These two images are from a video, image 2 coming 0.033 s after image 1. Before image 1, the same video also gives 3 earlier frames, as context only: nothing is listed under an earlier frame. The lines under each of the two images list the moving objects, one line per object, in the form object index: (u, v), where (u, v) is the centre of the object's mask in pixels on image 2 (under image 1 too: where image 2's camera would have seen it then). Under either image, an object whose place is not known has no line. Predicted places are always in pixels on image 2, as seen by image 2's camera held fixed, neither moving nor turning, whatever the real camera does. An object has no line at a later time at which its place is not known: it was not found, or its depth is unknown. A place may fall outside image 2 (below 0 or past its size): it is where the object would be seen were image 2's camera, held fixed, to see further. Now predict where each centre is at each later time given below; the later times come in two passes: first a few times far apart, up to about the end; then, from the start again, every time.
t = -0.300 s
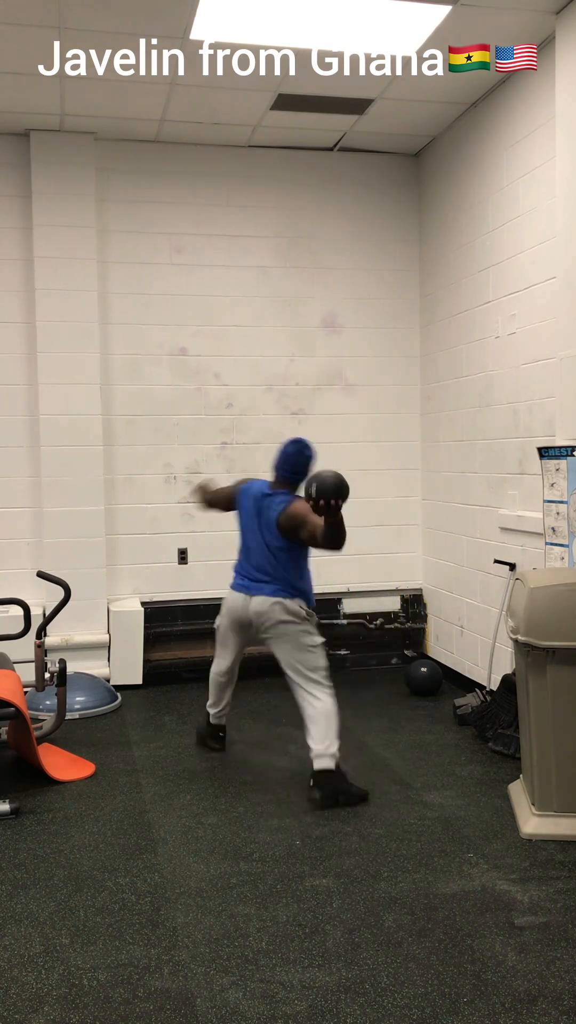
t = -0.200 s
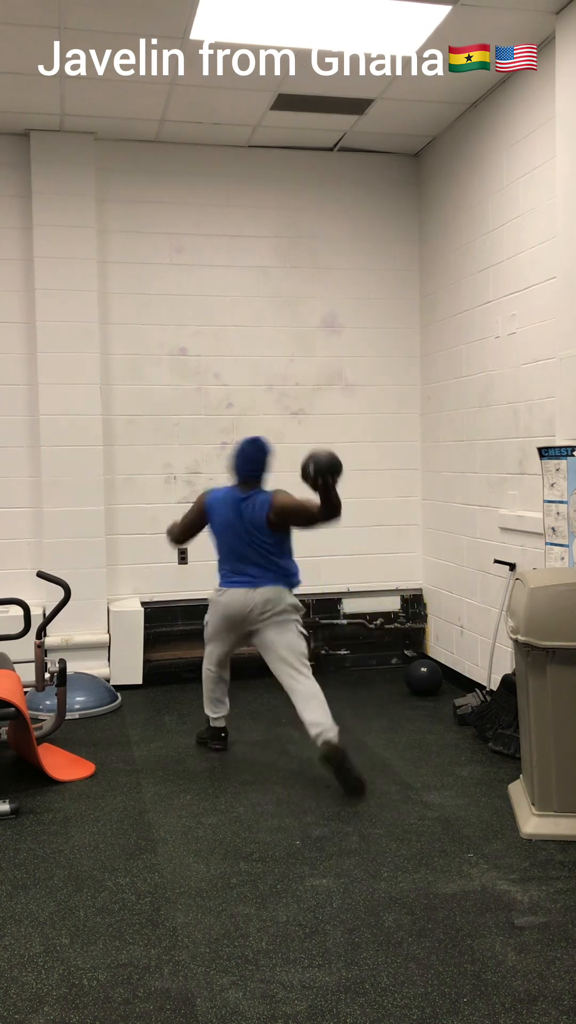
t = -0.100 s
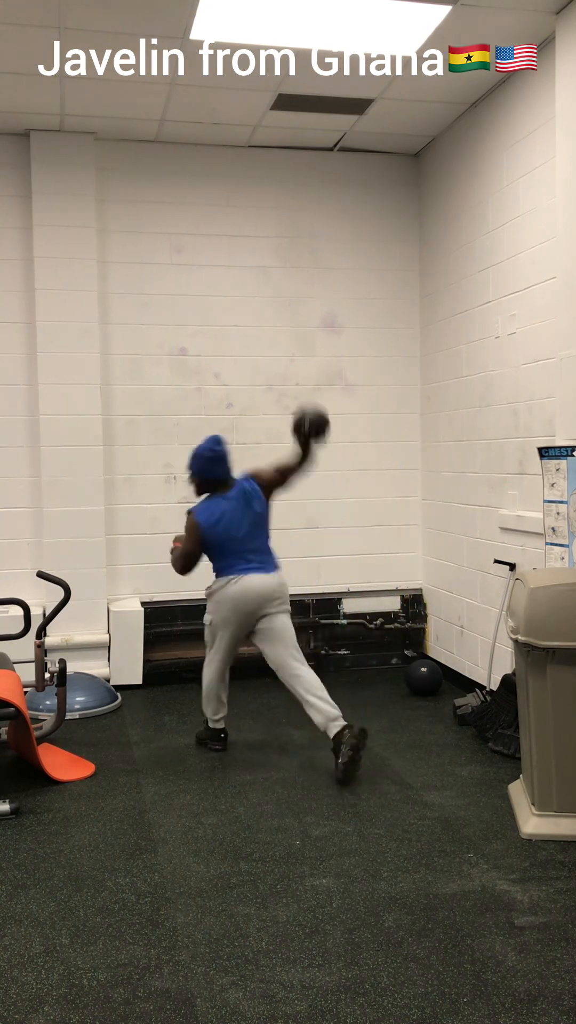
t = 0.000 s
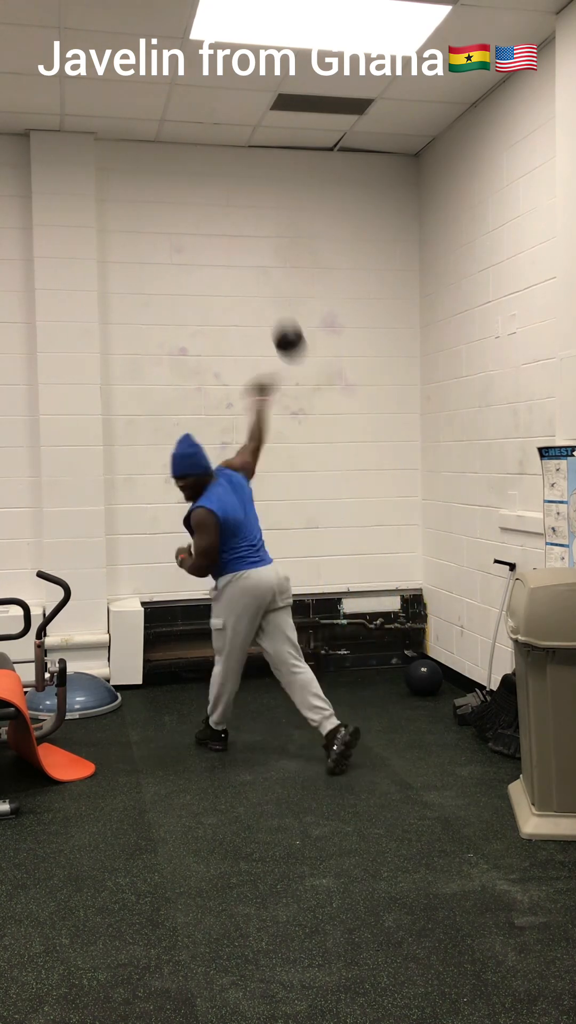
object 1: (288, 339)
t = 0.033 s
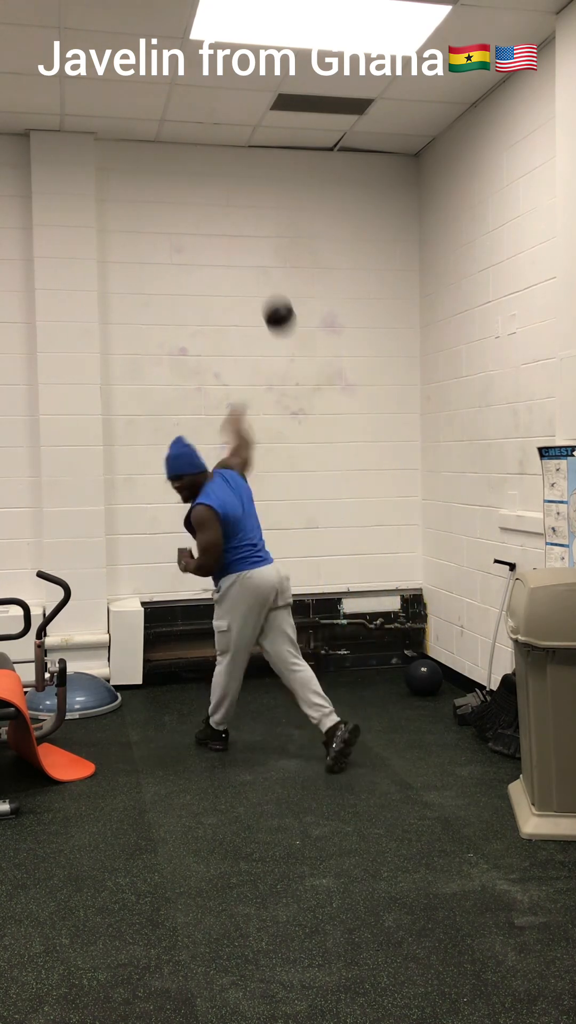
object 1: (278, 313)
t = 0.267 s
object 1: (234, 232)
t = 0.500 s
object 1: (237, 256)
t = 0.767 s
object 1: (243, 389)
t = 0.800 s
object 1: (243, 413)
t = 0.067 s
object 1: (270, 294)
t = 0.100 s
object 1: (261, 276)
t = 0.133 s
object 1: (254, 262)
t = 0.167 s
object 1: (246, 250)
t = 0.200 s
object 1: (239, 242)
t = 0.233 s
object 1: (234, 236)
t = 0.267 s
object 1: (234, 232)
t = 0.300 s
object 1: (234, 231)
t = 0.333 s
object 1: (235, 231)
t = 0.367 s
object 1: (235, 233)
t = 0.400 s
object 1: (235, 236)
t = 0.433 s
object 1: (236, 241)
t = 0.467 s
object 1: (236, 248)
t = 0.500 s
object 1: (237, 256)
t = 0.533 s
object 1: (237, 267)
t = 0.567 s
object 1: (238, 279)
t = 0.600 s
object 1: (239, 293)
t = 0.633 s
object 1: (239, 309)
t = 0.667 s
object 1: (240, 325)
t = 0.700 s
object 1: (241, 344)
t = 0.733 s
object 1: (242, 365)
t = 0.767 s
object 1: (243, 389)
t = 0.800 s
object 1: (243, 413)
